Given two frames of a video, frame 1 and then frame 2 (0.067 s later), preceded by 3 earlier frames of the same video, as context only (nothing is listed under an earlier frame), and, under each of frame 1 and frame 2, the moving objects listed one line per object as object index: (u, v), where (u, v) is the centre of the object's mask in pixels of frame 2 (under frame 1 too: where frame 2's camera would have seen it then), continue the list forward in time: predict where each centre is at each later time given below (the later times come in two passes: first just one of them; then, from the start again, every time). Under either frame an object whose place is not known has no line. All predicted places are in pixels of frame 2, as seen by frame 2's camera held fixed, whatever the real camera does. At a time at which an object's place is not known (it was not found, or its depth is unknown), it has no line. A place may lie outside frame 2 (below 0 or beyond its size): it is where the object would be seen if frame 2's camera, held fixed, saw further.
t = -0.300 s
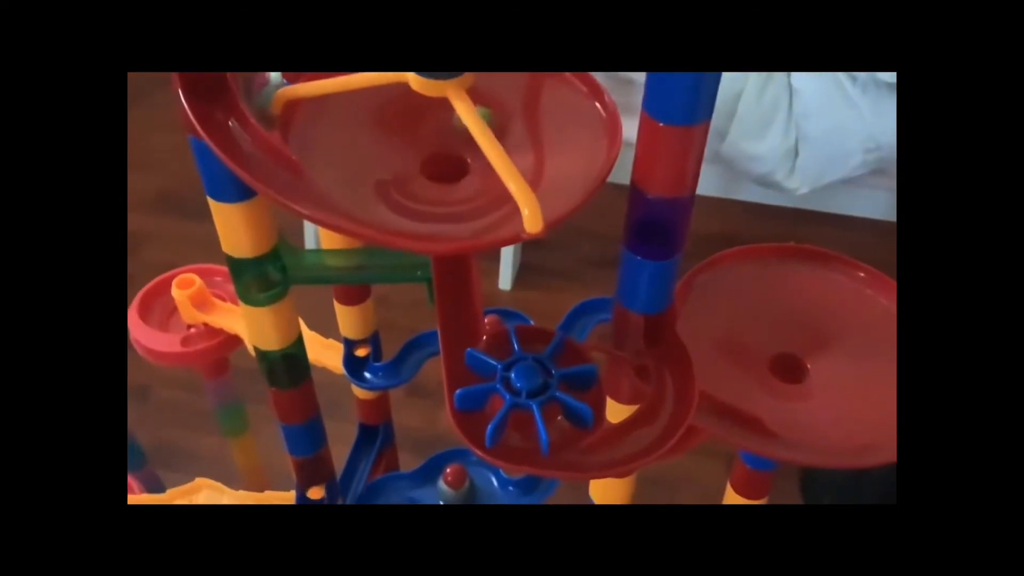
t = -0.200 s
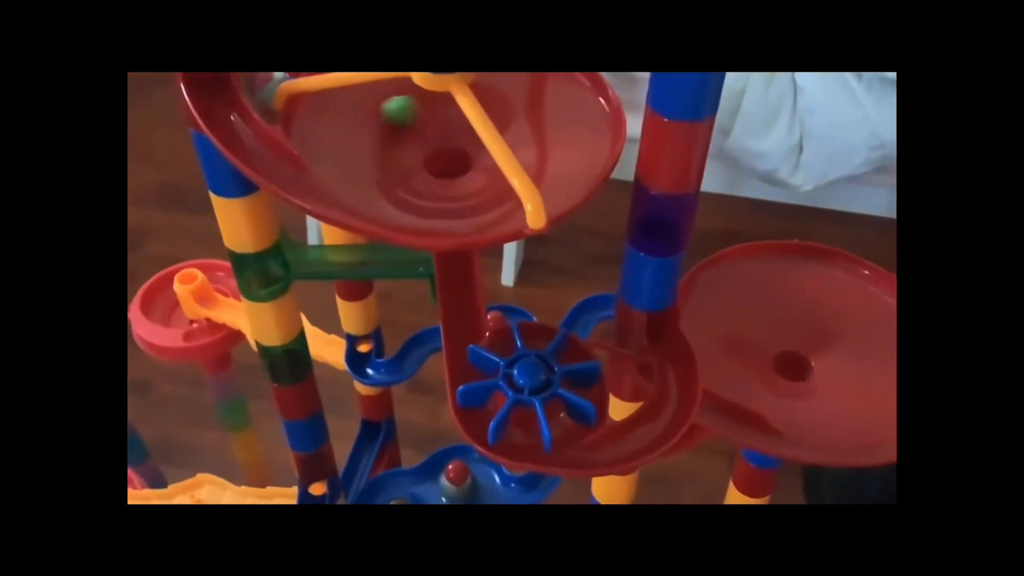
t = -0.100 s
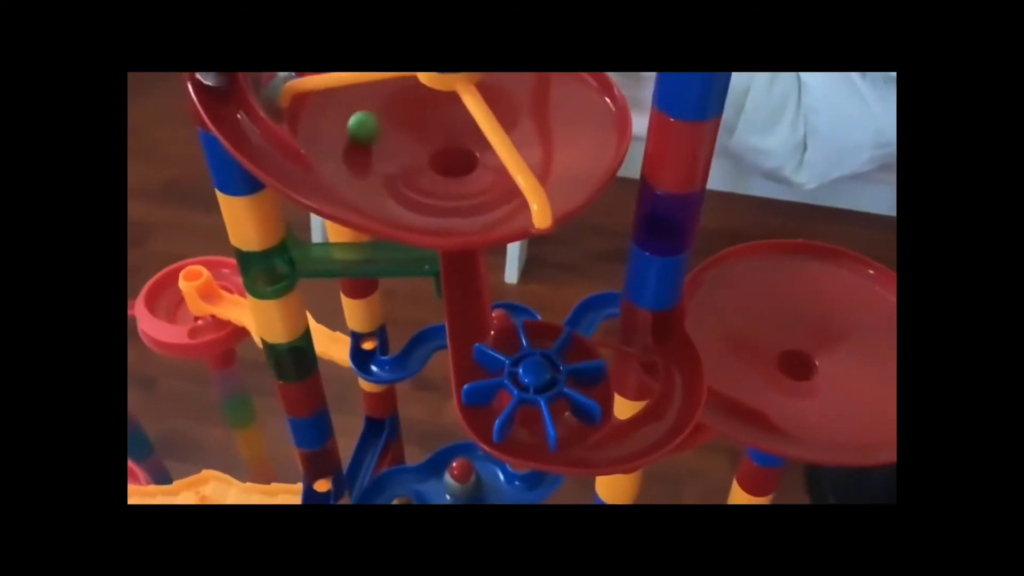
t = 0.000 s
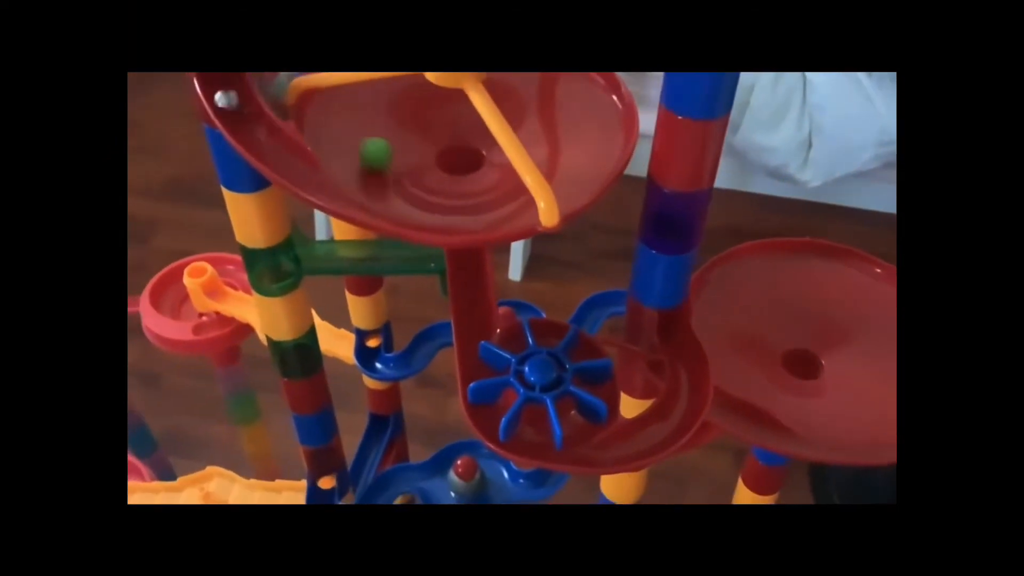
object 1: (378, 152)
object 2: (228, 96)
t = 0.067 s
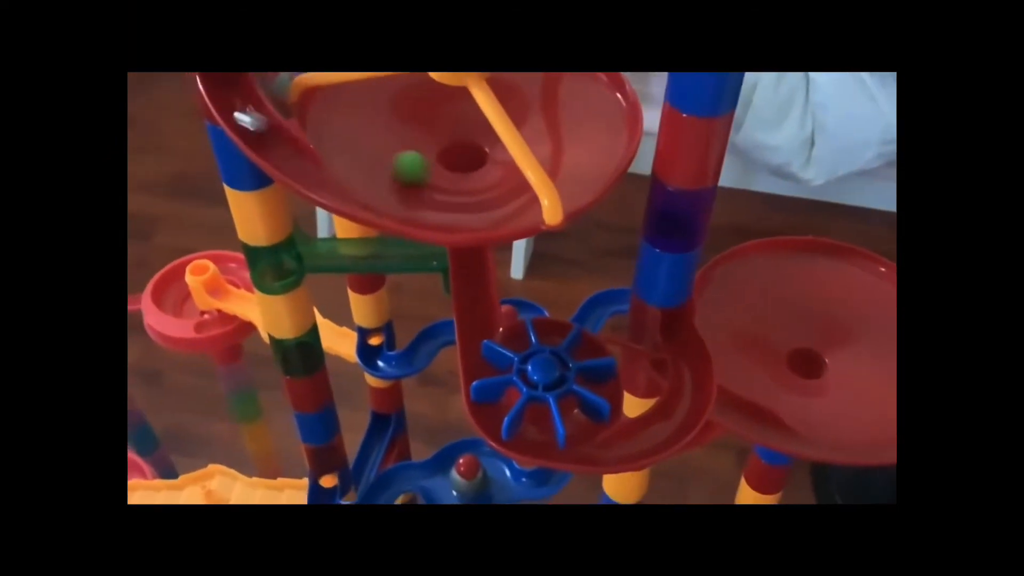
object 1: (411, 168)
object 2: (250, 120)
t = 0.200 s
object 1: (501, 163)
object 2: (336, 187)
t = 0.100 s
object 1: (434, 173)
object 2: (267, 135)
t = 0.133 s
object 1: (458, 172)
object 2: (282, 155)
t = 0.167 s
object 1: (483, 170)
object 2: (302, 171)
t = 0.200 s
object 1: (501, 163)
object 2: (336, 187)
